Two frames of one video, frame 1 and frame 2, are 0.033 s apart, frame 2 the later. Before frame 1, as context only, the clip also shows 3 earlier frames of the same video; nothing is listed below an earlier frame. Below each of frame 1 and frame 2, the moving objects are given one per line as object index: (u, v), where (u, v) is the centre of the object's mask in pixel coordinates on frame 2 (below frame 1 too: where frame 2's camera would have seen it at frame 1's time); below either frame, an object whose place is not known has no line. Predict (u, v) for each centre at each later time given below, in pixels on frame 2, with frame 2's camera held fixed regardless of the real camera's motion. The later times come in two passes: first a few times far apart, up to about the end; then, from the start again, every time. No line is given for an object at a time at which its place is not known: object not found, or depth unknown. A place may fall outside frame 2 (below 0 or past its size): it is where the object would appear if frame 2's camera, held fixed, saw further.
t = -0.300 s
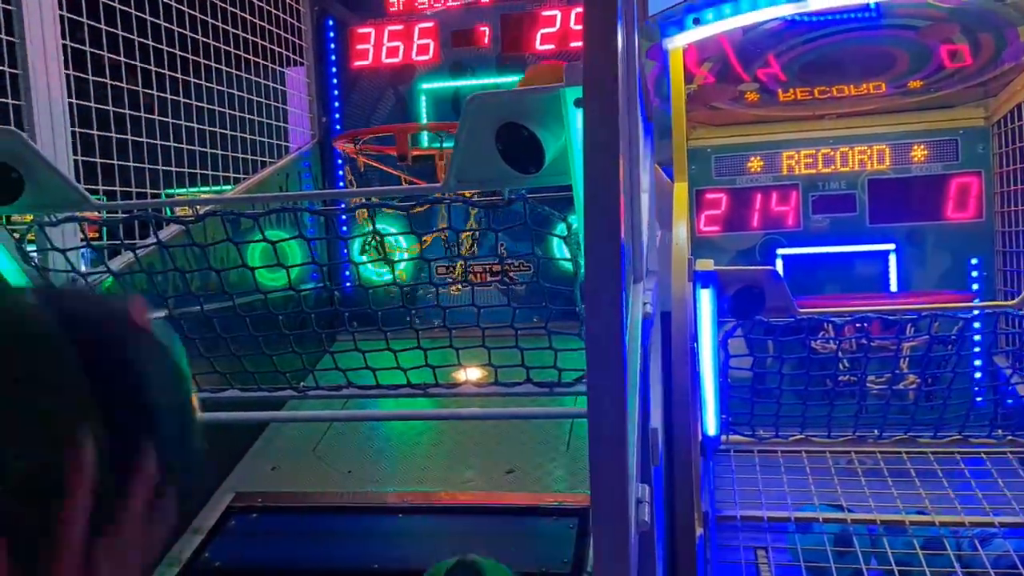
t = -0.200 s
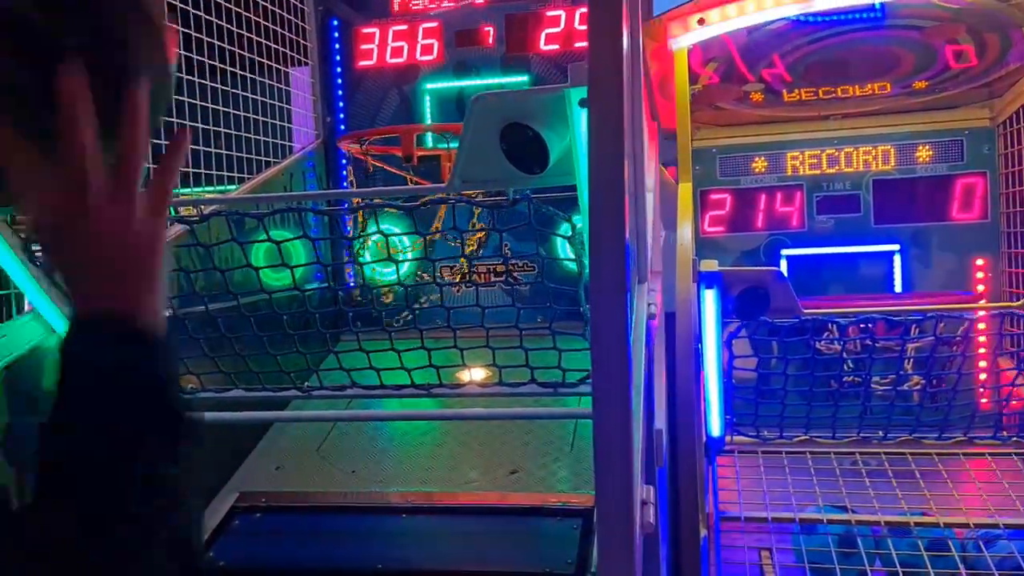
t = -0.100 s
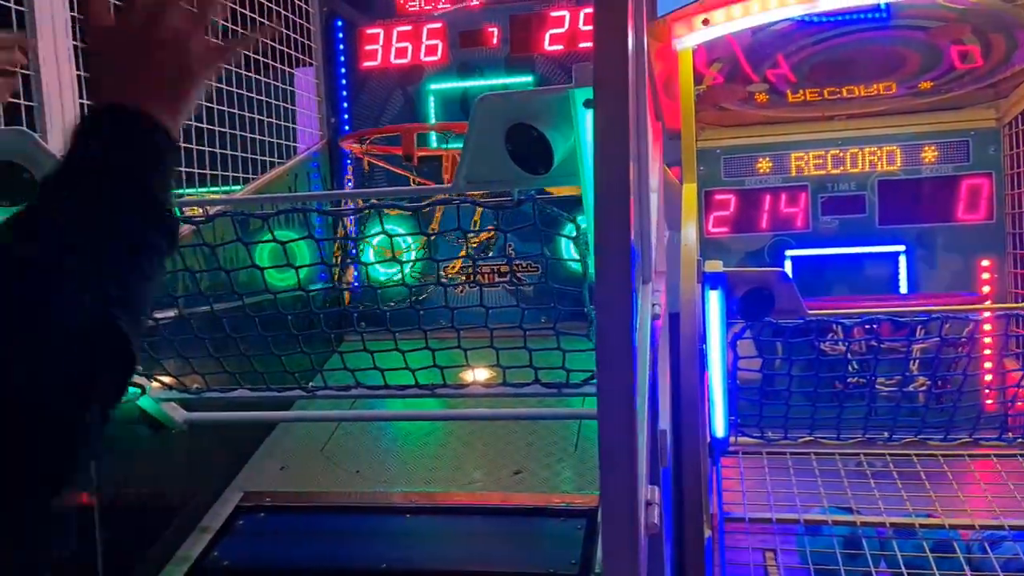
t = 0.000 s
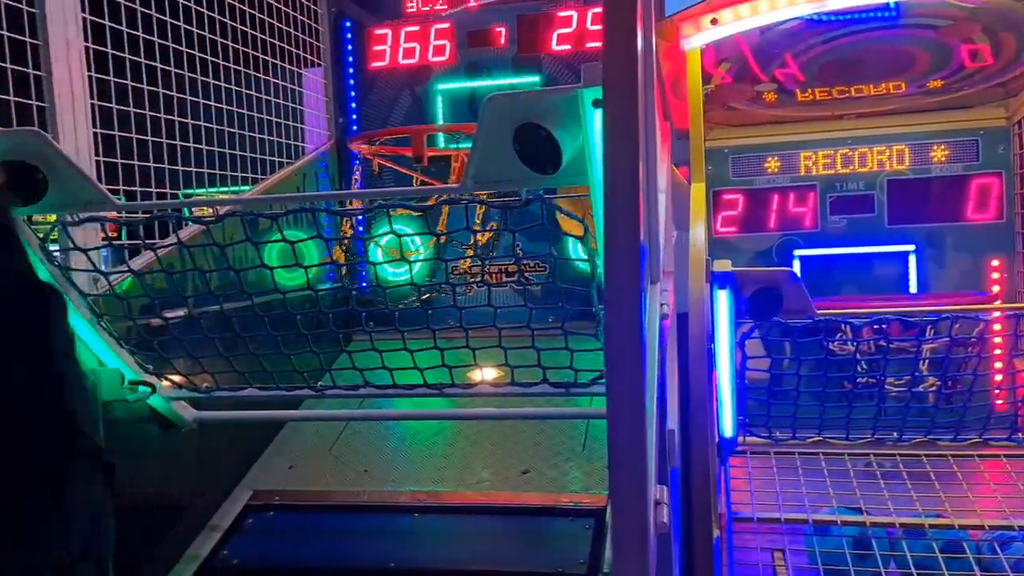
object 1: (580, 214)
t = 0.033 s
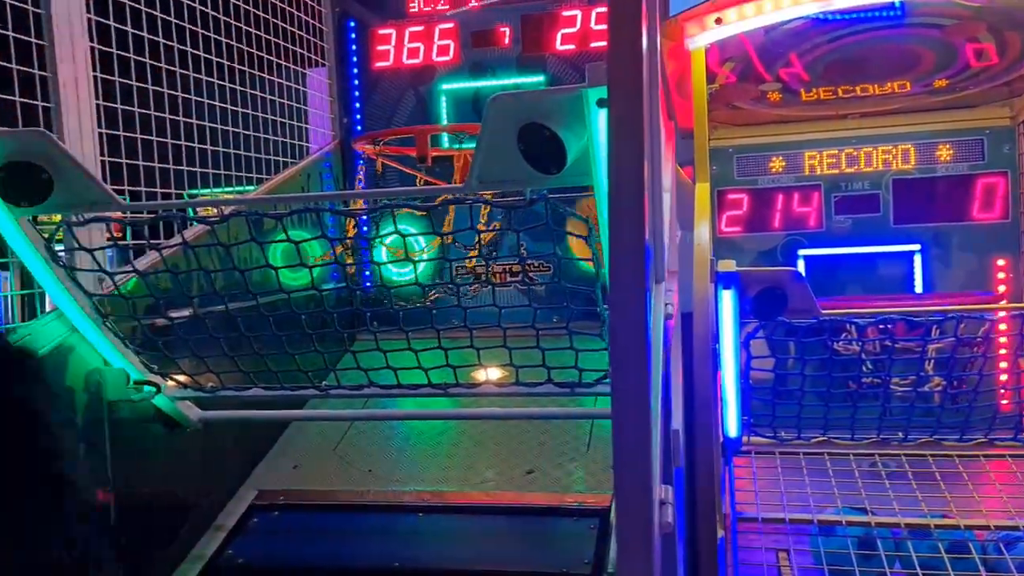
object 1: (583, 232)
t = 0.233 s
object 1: (567, 301)
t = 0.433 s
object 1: (496, 343)
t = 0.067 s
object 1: (592, 268)
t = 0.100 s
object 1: (592, 292)
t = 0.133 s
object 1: (588, 307)
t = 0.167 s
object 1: (585, 323)
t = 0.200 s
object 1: (576, 309)
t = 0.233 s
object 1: (567, 301)
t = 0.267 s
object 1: (557, 298)
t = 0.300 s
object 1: (544, 299)
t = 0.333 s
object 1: (531, 302)
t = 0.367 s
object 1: (521, 310)
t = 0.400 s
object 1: (508, 325)
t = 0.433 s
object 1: (496, 343)
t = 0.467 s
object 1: (482, 356)
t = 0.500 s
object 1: (469, 357)
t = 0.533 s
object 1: (453, 355)
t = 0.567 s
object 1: (437, 357)
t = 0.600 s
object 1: (421, 367)
